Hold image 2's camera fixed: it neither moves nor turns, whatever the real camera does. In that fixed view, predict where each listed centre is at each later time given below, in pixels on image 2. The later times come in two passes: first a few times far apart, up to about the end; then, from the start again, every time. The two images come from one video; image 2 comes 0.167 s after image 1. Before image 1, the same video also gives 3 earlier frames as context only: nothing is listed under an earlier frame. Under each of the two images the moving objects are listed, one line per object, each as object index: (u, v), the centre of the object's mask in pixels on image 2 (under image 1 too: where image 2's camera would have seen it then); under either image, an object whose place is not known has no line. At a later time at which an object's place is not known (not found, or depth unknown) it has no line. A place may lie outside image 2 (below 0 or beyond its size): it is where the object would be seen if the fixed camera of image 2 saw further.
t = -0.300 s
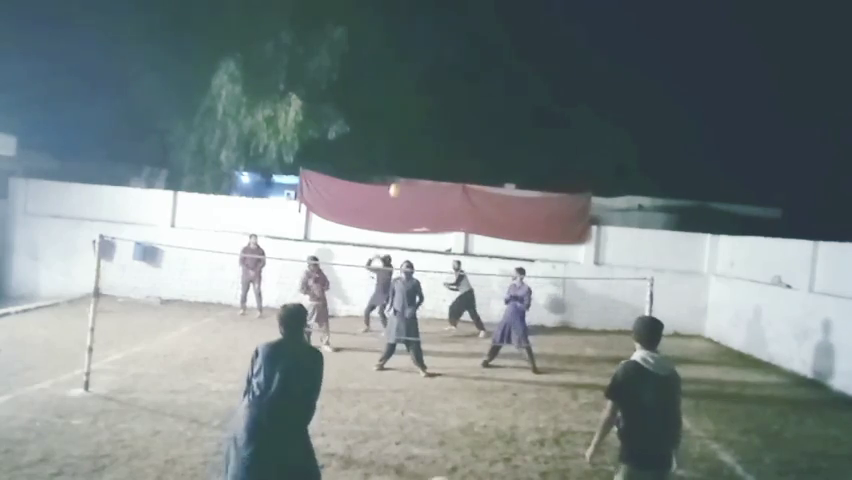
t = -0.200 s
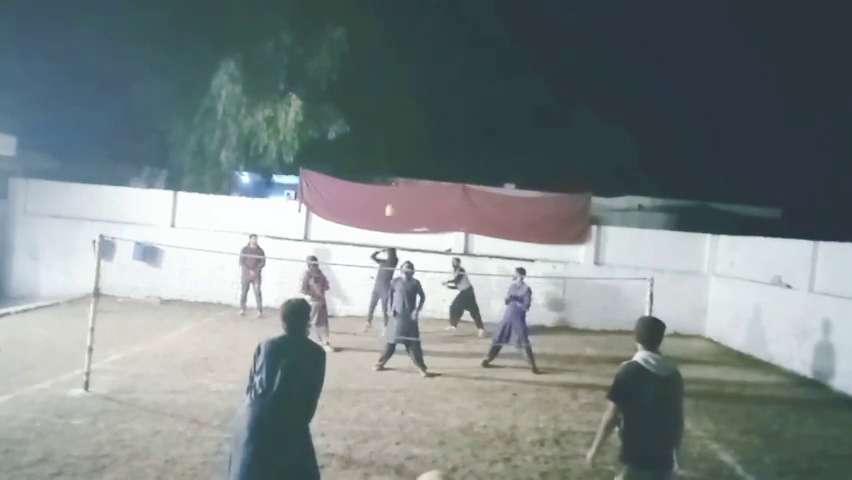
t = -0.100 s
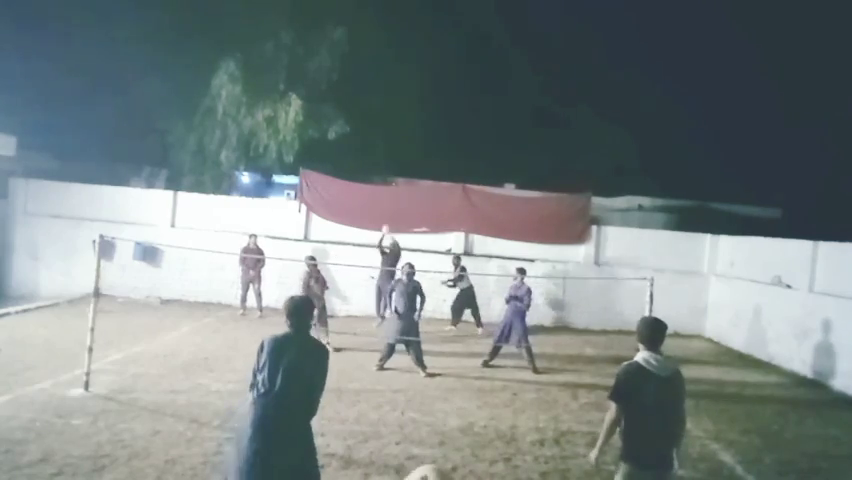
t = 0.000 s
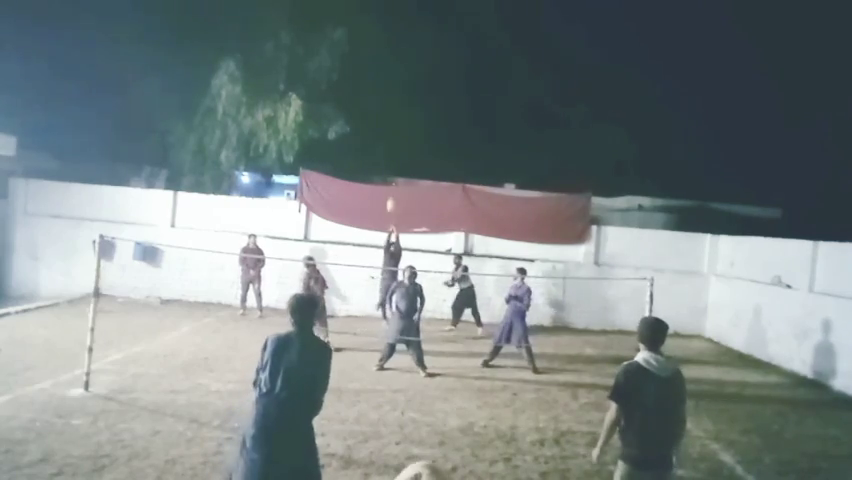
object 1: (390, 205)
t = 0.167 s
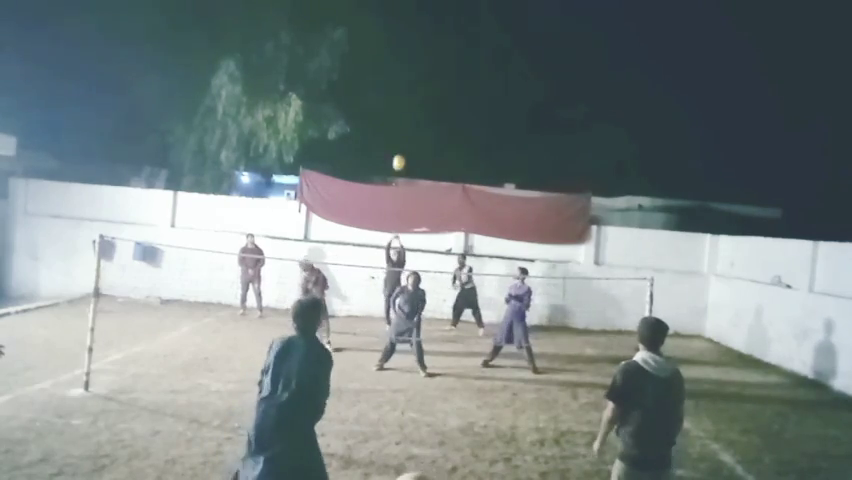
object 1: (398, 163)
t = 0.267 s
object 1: (401, 140)
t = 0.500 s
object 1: (403, 103)
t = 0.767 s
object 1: (388, 122)
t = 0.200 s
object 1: (399, 155)
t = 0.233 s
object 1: (400, 147)
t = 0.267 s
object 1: (401, 140)
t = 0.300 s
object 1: (402, 133)
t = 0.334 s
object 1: (402, 127)
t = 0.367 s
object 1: (403, 121)
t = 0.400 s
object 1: (403, 116)
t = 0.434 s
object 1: (403, 111)
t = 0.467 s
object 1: (403, 107)
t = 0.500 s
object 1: (403, 103)
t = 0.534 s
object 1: (402, 101)
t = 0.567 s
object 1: (401, 99)
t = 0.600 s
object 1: (400, 99)
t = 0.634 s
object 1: (399, 101)
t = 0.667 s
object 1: (397, 103)
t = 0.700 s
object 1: (395, 107)
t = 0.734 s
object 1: (392, 113)
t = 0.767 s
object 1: (388, 122)
